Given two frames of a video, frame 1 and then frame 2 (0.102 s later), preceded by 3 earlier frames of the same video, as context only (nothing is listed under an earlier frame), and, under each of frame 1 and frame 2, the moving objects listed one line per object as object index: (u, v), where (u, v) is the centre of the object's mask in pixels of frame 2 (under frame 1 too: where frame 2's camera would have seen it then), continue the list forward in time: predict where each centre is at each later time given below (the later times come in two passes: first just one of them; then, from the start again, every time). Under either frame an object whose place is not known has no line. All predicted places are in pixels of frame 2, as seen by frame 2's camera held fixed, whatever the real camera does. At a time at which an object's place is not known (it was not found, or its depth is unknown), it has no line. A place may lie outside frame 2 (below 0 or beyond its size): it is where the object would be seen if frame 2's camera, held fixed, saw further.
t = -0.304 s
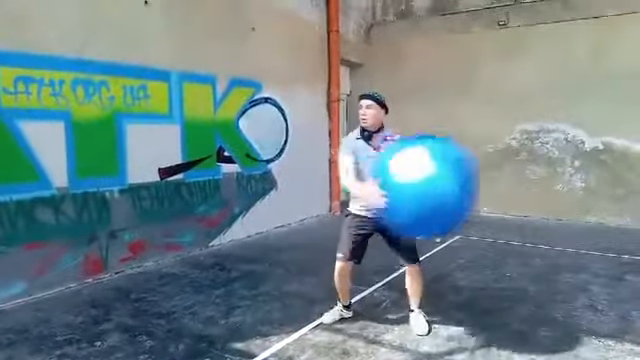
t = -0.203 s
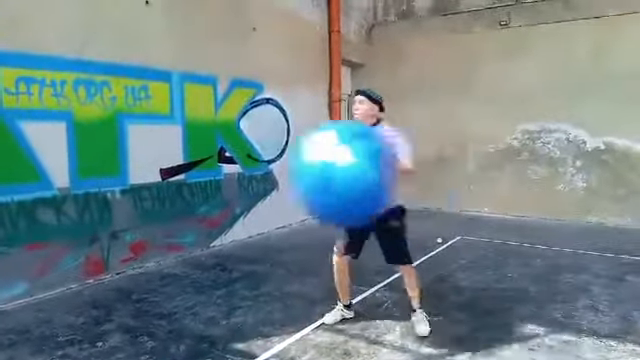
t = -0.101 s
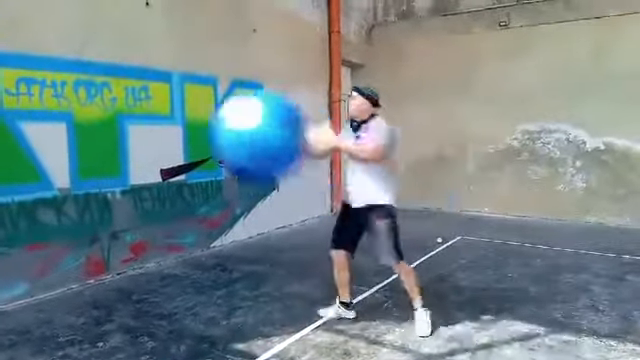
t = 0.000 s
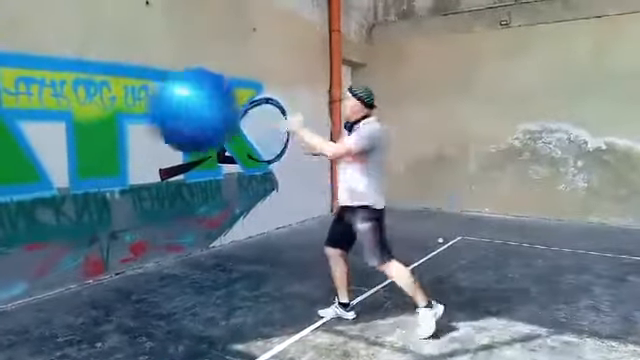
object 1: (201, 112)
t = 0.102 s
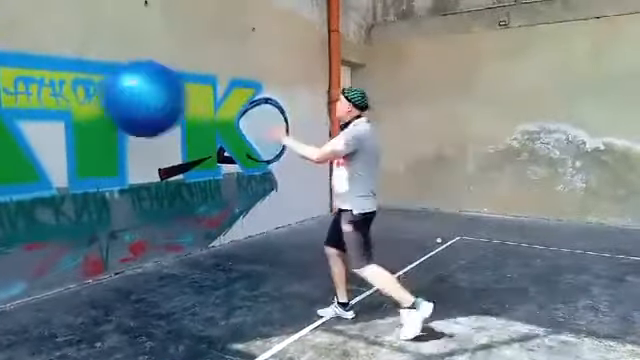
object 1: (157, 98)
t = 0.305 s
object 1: (155, 95)
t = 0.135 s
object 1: (144, 97)
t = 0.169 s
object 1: (131, 97)
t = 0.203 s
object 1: (122, 97)
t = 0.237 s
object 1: (125, 97)
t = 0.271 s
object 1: (141, 96)
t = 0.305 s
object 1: (155, 95)
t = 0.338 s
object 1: (168, 96)
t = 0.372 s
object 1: (183, 98)
